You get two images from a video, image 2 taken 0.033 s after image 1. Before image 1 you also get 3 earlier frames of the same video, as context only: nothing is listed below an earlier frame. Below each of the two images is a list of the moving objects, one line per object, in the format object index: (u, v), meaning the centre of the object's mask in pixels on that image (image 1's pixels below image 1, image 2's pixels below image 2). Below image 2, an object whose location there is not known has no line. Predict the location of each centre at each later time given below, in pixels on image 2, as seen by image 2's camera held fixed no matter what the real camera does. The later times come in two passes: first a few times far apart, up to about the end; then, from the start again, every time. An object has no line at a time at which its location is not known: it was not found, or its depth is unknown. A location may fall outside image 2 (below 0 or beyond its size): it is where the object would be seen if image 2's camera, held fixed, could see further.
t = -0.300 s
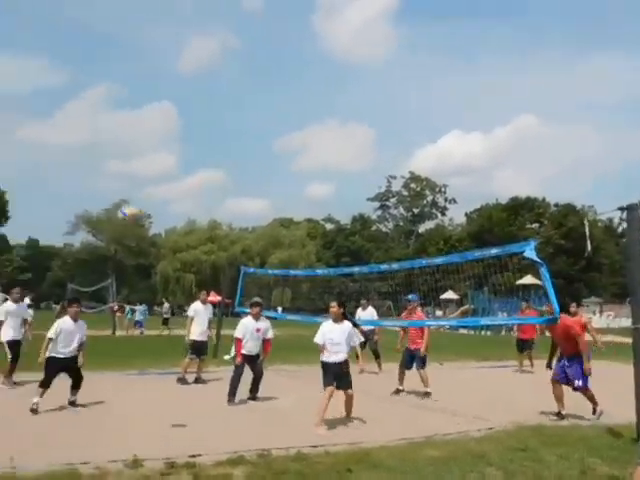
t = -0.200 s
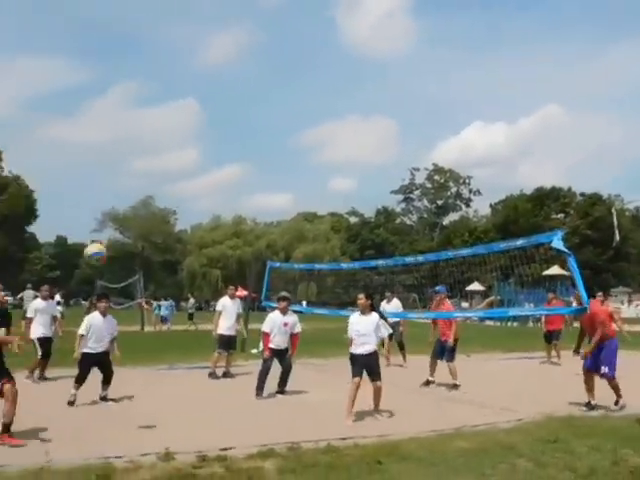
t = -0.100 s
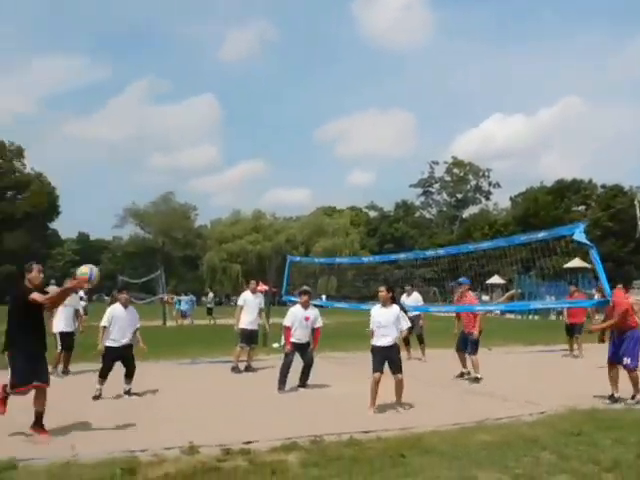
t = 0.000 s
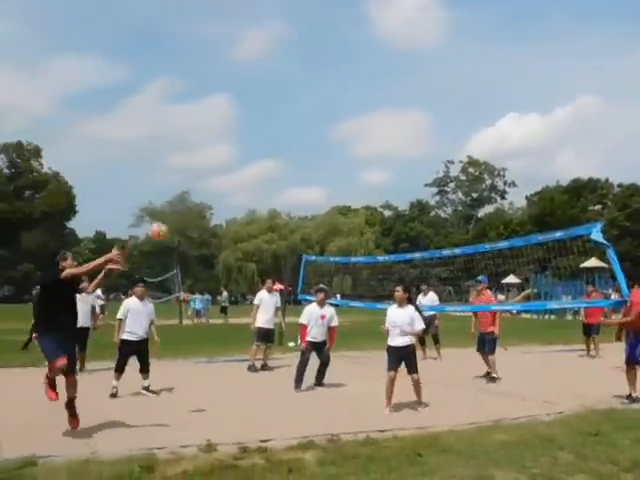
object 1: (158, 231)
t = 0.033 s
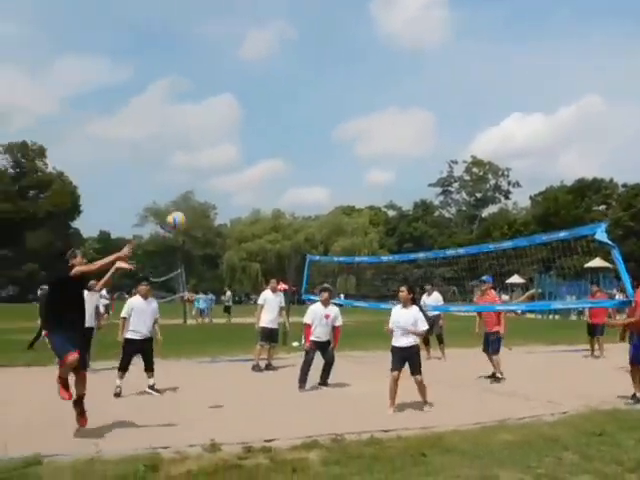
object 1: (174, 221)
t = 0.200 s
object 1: (241, 194)
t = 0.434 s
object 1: (308, 195)
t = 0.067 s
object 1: (189, 209)
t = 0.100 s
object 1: (205, 205)
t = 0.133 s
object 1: (219, 200)
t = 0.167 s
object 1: (229, 197)
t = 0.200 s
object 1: (241, 194)
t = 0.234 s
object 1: (253, 191)
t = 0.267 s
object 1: (262, 189)
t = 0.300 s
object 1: (273, 189)
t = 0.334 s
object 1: (282, 189)
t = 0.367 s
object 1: (291, 190)
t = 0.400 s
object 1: (299, 193)
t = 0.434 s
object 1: (308, 195)
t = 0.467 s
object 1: (317, 198)
